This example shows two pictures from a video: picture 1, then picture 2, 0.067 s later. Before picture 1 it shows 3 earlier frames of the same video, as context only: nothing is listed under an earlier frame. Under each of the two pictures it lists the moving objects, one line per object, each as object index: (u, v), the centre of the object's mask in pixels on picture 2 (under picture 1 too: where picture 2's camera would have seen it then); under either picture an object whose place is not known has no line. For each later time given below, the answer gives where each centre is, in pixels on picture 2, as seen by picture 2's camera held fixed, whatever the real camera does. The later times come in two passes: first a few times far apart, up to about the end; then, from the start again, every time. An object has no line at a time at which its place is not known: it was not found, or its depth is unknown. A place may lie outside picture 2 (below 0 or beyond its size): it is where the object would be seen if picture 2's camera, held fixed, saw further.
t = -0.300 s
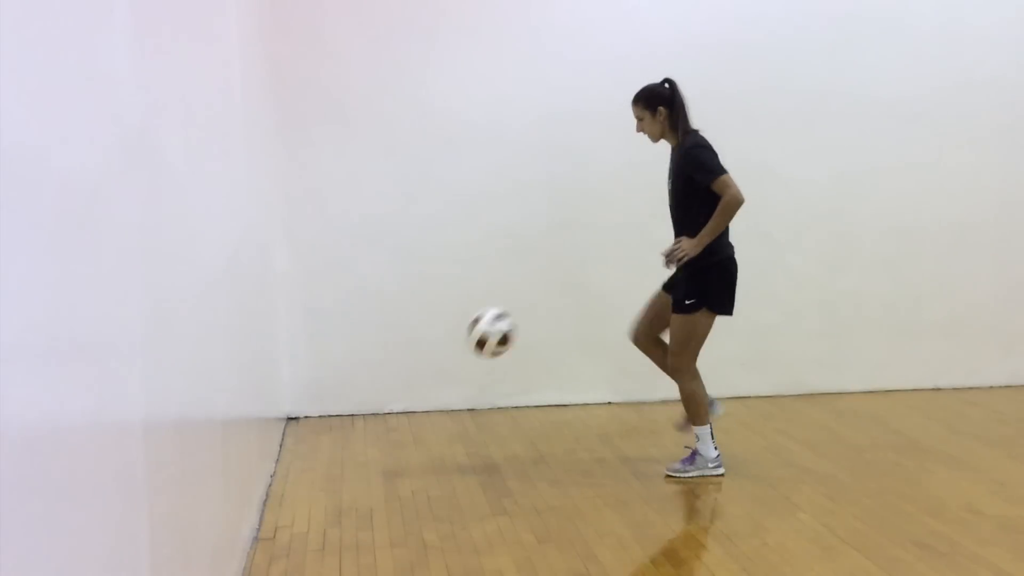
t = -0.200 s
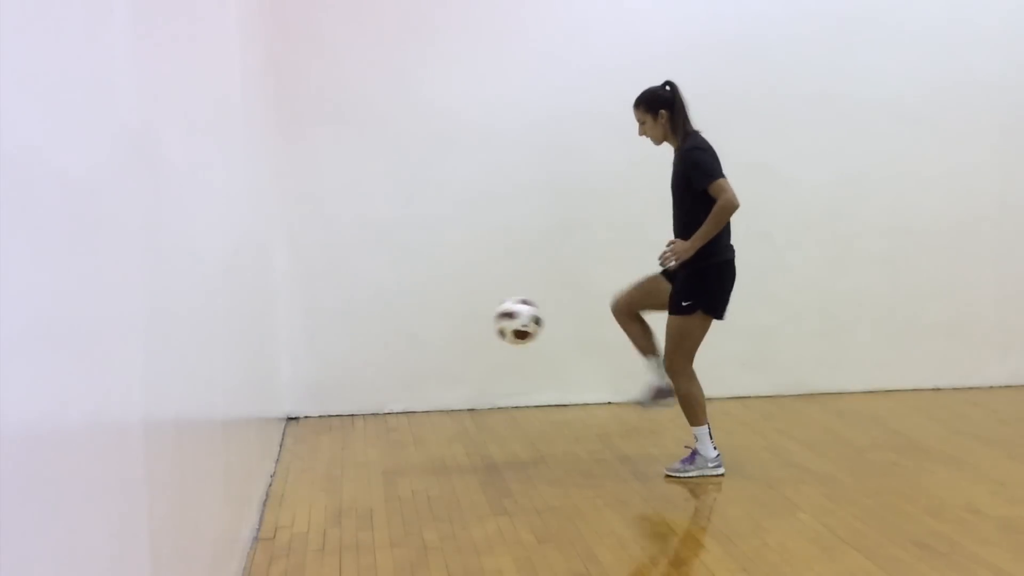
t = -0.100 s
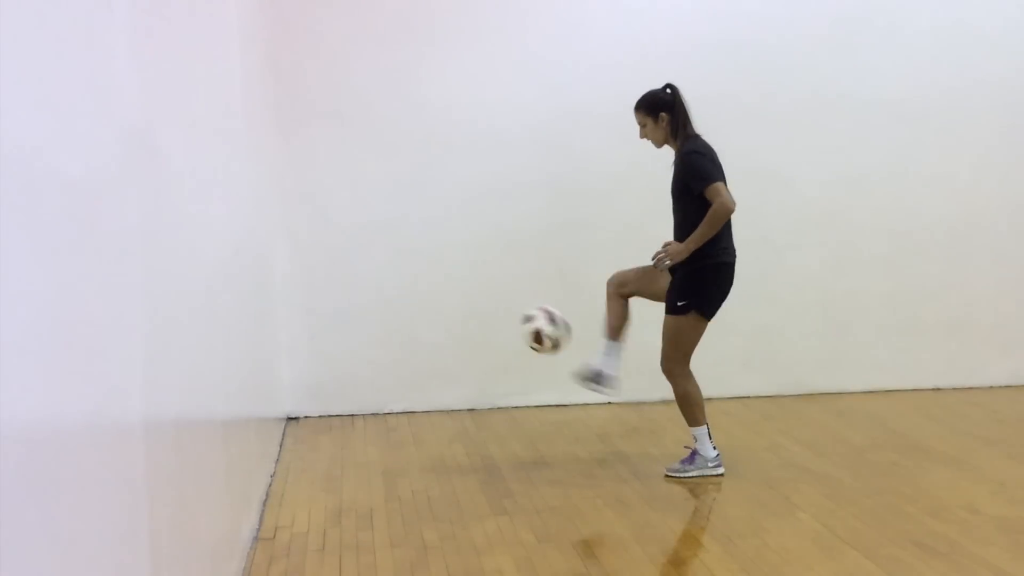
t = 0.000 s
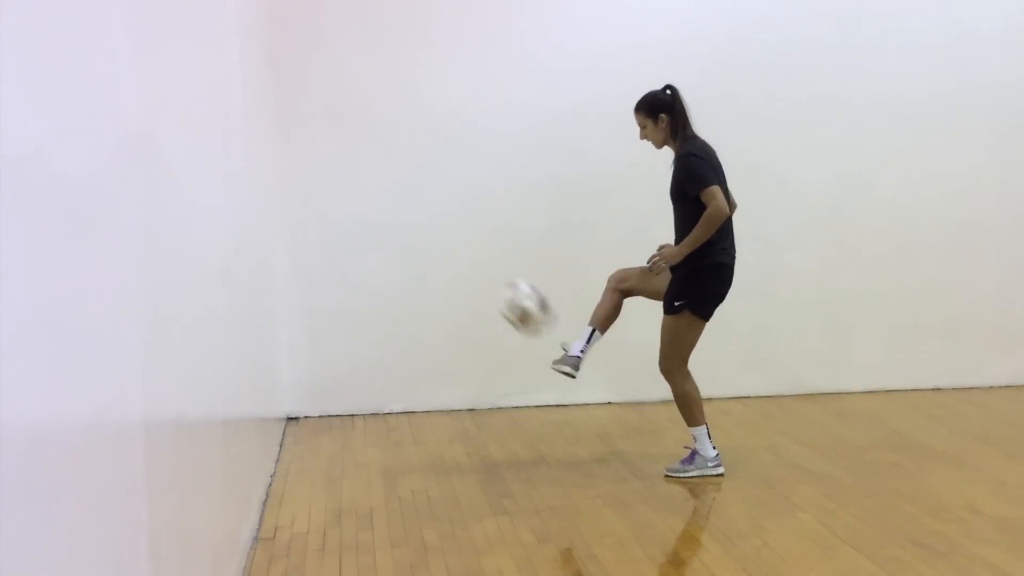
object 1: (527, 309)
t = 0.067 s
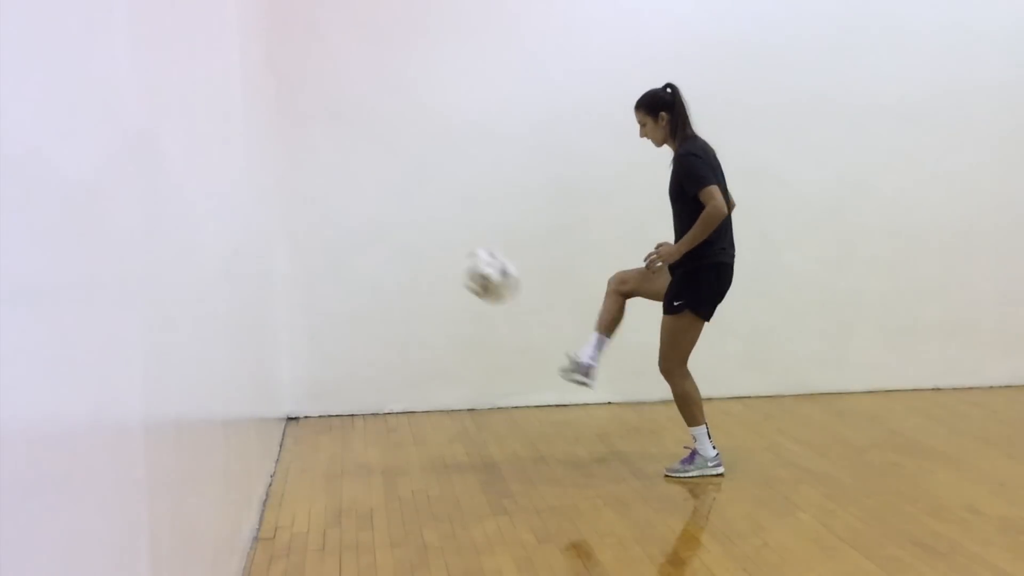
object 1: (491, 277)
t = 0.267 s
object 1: (373, 235)
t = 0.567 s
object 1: (367, 314)
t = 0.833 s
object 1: (486, 401)
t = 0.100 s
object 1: (471, 264)
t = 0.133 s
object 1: (452, 253)
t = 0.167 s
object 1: (432, 245)
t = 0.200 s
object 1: (413, 239)
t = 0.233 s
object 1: (393, 235)
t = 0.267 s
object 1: (373, 235)
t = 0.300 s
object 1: (353, 236)
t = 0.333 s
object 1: (333, 240)
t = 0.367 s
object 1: (313, 246)
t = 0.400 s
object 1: (293, 255)
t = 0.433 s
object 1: (298, 263)
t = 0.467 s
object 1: (317, 272)
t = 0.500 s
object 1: (333, 284)
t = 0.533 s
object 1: (350, 299)
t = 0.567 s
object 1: (367, 314)
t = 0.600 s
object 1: (383, 333)
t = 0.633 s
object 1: (400, 354)
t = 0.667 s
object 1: (416, 376)
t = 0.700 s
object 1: (432, 399)
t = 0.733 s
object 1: (449, 427)
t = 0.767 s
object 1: (462, 444)
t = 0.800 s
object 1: (474, 422)
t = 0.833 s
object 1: (486, 401)
